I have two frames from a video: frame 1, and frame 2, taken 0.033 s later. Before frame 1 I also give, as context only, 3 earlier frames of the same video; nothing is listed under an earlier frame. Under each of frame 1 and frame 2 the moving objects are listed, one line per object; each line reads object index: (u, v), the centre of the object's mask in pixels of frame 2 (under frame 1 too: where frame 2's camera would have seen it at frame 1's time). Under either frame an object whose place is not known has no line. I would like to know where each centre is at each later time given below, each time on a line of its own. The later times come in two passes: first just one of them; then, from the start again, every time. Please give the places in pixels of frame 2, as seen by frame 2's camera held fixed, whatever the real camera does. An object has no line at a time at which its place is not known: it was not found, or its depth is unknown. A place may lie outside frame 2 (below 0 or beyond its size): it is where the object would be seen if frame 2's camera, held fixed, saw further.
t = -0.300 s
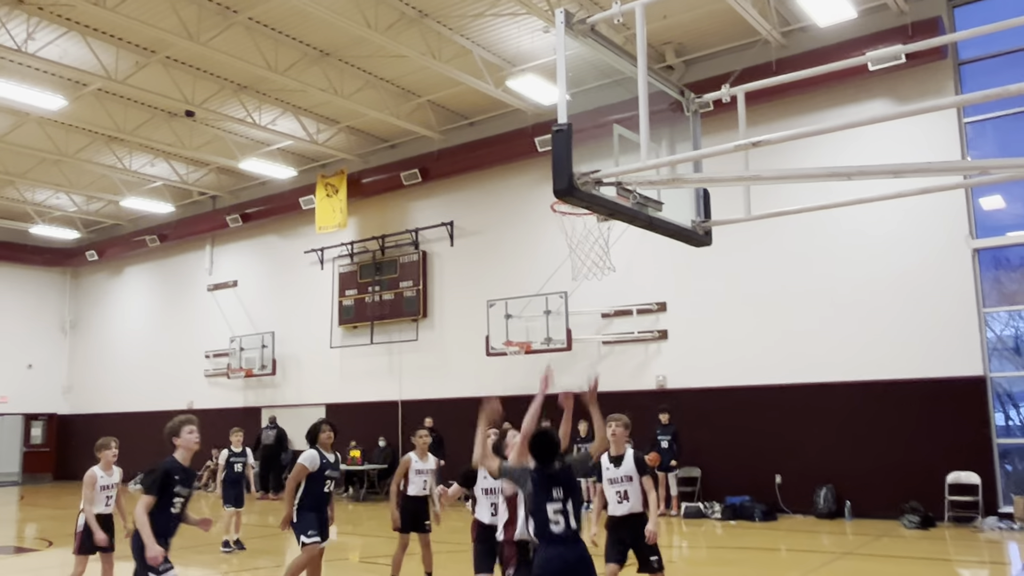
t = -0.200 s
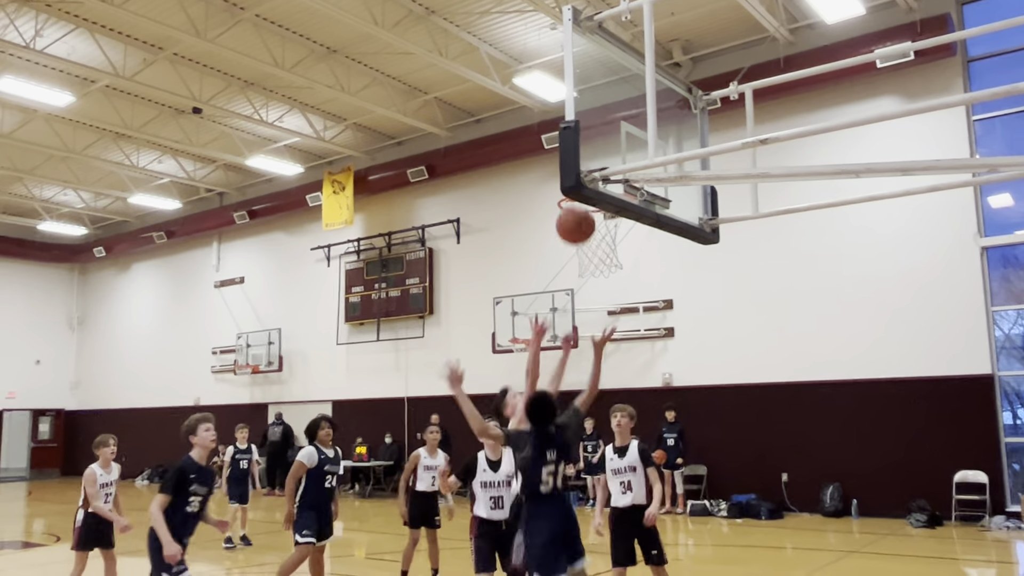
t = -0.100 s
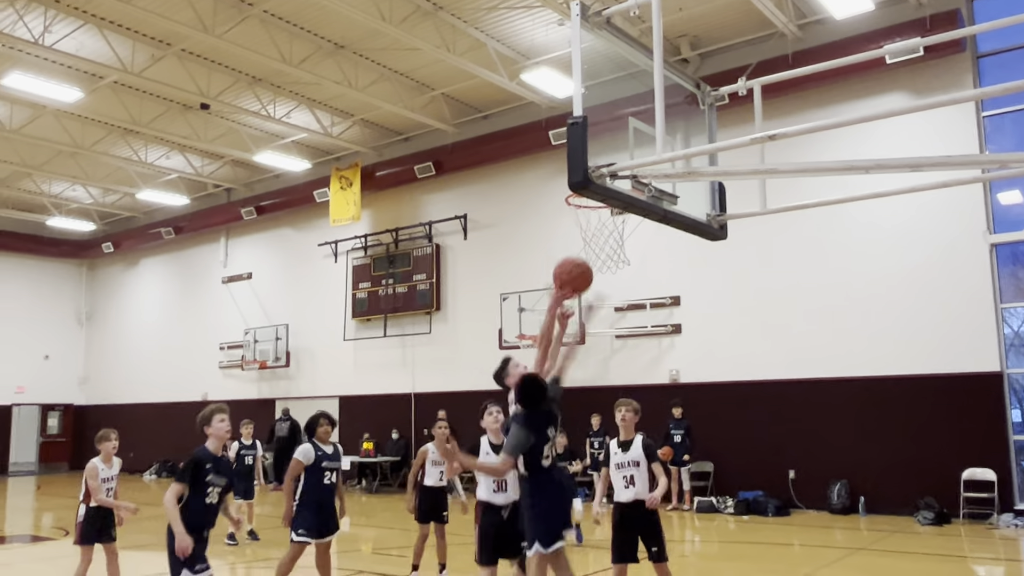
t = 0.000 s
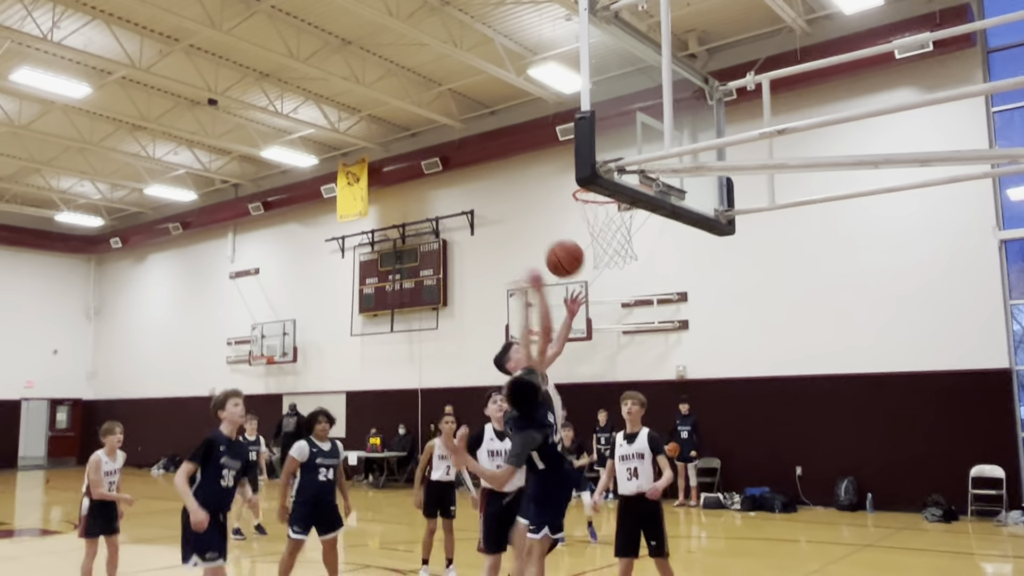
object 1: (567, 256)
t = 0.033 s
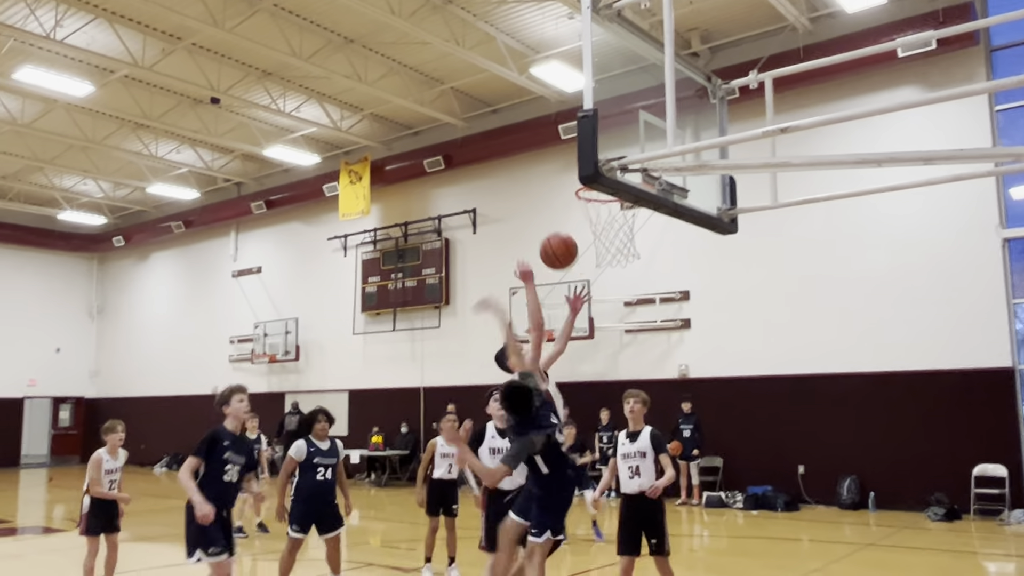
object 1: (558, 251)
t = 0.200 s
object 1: (519, 248)
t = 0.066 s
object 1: (550, 247)
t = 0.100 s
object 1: (541, 245)
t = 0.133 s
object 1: (534, 245)
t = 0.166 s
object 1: (526, 246)
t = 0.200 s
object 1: (519, 248)
